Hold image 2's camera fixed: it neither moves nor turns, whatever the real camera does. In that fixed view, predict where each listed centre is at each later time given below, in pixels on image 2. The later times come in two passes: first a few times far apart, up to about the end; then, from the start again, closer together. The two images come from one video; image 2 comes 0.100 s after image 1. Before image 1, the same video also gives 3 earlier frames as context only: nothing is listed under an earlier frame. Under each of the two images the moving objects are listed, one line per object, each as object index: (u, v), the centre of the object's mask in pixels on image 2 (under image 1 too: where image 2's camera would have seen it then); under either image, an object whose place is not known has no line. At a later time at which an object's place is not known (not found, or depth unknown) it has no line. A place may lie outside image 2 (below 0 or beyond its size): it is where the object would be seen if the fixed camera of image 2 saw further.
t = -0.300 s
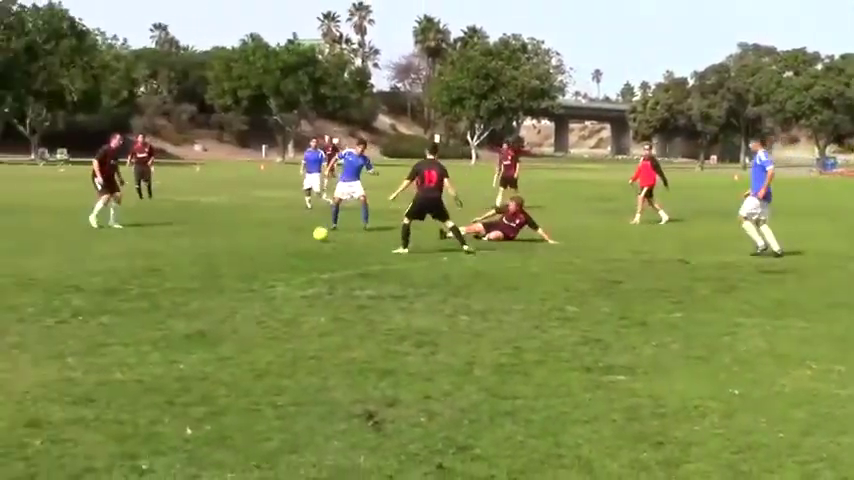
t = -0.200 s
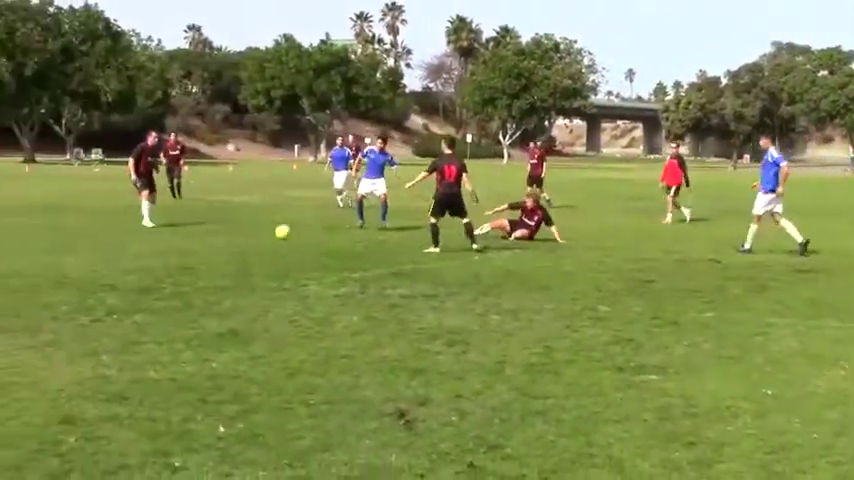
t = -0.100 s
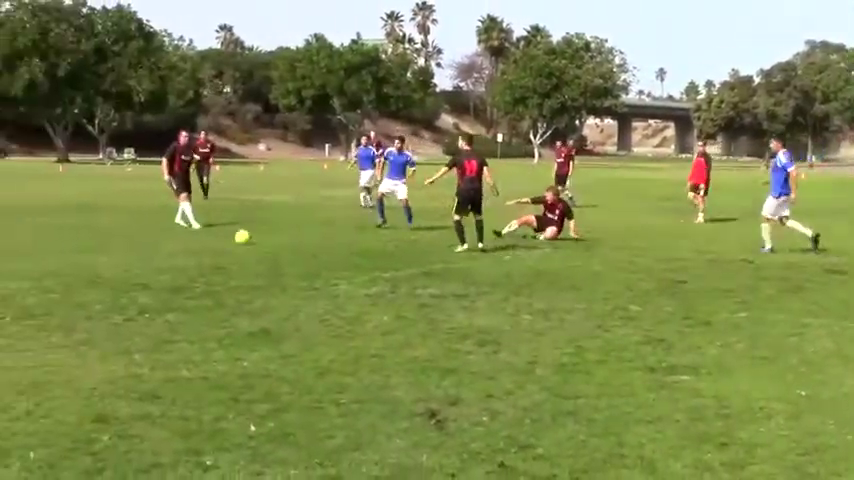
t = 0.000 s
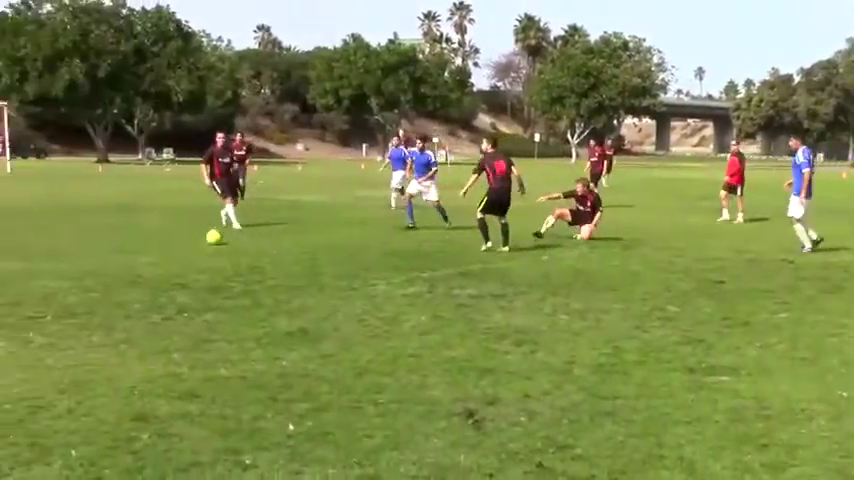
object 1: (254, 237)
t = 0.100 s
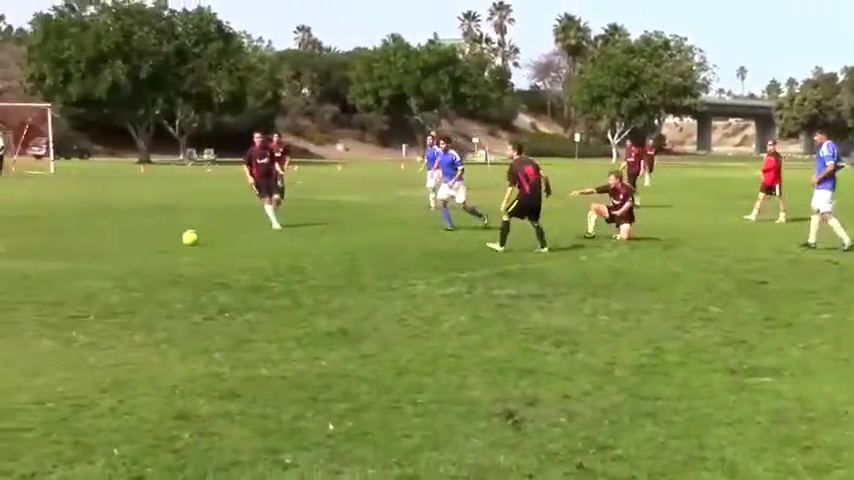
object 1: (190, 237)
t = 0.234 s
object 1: (107, 239)
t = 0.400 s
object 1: (2, 243)
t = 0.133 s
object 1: (169, 238)
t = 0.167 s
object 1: (148, 239)
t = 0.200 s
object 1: (128, 240)
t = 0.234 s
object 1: (107, 239)
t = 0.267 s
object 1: (86, 238)
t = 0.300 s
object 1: (65, 238)
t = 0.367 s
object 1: (24, 242)
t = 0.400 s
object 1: (2, 243)
